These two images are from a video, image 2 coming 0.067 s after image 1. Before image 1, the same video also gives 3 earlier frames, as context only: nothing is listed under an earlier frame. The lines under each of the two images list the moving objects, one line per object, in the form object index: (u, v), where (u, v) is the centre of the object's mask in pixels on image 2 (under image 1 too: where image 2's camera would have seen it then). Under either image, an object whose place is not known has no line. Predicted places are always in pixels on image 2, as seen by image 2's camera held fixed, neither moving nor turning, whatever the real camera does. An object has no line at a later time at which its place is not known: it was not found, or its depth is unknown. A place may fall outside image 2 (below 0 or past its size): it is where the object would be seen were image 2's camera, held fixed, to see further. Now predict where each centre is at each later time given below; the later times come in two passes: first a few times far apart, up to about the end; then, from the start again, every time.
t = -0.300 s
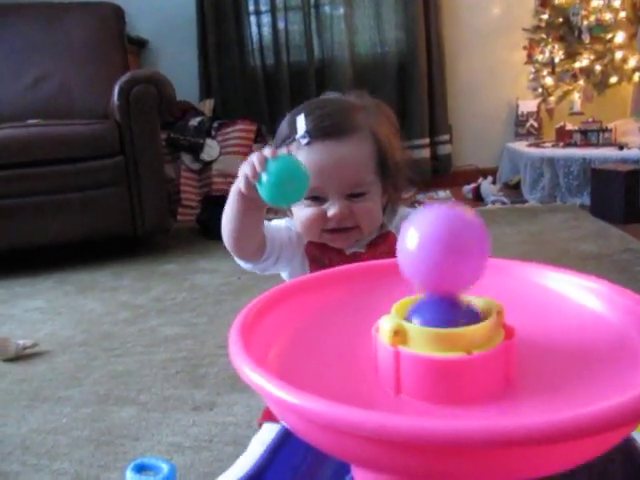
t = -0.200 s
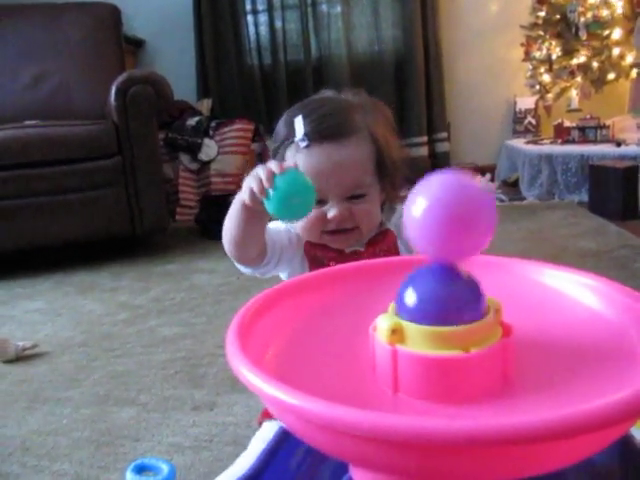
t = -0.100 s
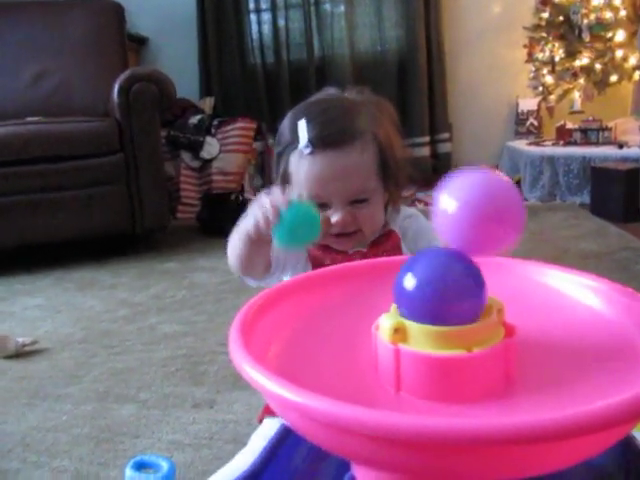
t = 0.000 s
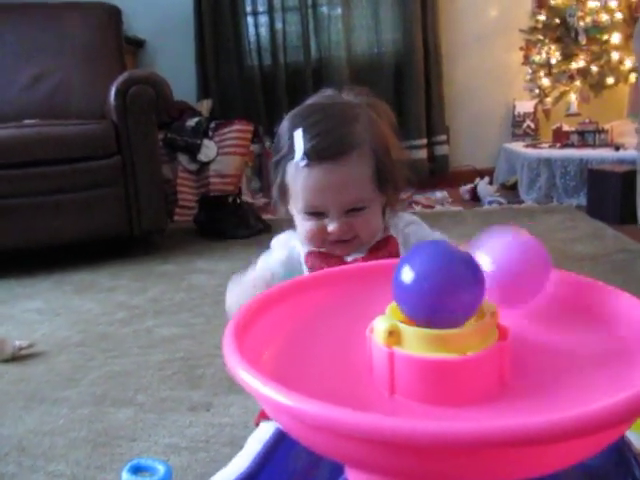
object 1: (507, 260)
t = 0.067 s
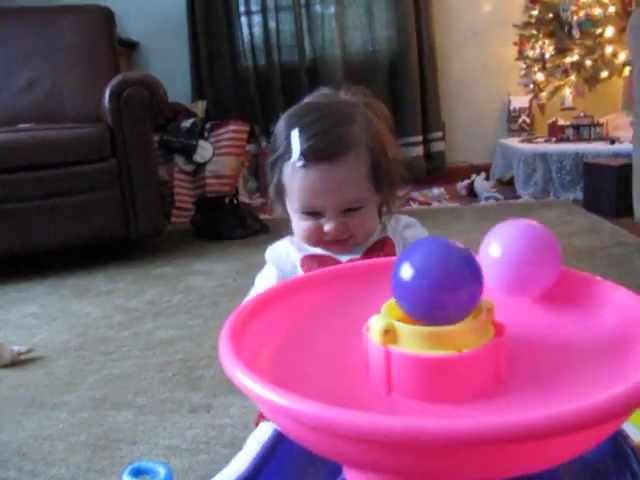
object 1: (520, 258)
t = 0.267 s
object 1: (526, 287)
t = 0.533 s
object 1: (564, 317)
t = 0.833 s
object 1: (527, 376)
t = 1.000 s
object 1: (417, 389)
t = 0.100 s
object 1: (521, 263)
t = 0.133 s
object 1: (520, 274)
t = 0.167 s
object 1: (518, 280)
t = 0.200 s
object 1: (517, 285)
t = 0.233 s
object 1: (521, 287)
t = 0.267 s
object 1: (526, 287)
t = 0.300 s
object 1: (529, 289)
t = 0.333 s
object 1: (533, 292)
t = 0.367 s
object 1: (536, 296)
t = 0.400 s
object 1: (539, 300)
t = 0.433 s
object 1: (547, 303)
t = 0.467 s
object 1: (553, 307)
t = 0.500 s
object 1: (558, 311)
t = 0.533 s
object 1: (564, 317)
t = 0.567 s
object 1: (568, 323)
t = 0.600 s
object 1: (571, 331)
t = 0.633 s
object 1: (574, 340)
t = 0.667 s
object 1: (574, 348)
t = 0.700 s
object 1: (572, 354)
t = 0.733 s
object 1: (566, 360)
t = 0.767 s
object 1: (557, 367)
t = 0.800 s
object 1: (544, 372)
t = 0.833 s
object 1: (527, 376)
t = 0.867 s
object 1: (507, 380)
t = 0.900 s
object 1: (484, 383)
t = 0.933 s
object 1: (461, 385)
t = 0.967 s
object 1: (439, 386)
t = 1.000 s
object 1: (417, 389)
